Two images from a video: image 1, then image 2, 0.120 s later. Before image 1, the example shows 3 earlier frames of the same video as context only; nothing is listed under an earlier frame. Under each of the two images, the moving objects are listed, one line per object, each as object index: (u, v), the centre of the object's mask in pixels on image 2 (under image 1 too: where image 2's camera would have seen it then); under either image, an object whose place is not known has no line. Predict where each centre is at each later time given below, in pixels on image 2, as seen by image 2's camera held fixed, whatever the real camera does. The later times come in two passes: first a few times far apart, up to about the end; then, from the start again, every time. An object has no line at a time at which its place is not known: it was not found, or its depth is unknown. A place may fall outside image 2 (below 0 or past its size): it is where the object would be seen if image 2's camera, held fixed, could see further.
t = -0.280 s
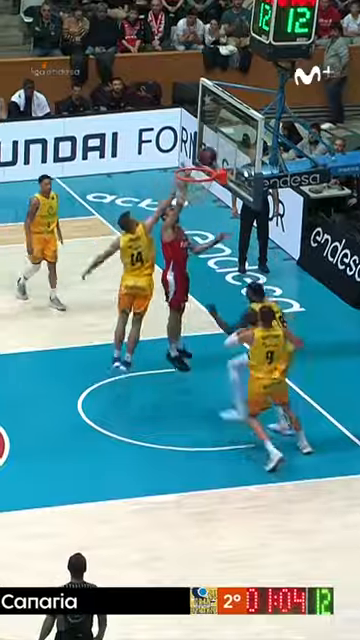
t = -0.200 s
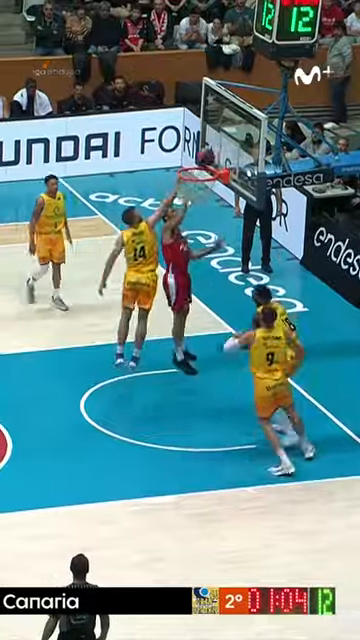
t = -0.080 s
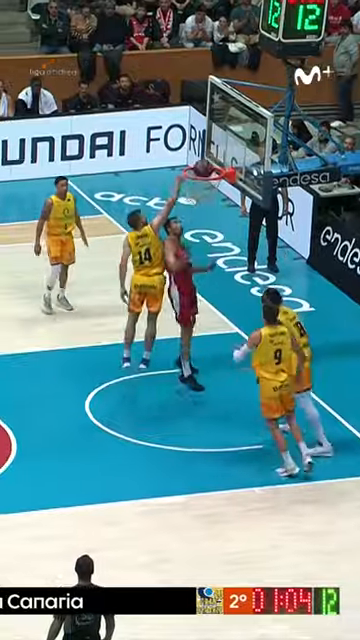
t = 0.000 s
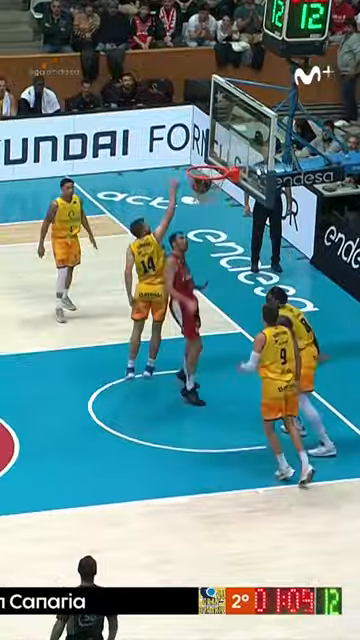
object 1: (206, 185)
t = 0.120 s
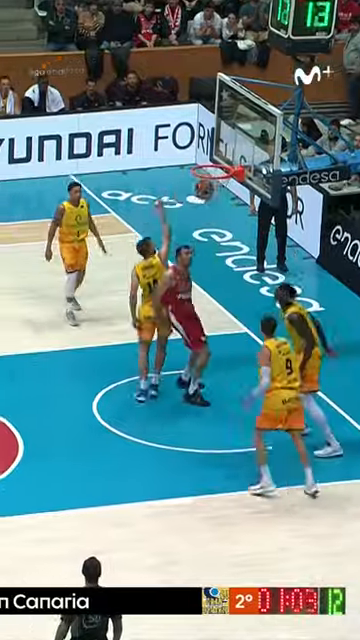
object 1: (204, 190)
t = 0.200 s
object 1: (205, 190)
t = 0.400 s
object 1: (209, 214)
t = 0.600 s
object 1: (212, 268)
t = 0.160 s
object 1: (205, 189)
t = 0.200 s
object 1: (205, 190)
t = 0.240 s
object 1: (206, 192)
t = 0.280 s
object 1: (207, 195)
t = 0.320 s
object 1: (207, 200)
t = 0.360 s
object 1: (208, 205)
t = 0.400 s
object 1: (209, 214)
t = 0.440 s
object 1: (210, 222)
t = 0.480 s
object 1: (210, 231)
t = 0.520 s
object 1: (211, 242)
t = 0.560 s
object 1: (212, 254)
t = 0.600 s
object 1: (212, 268)
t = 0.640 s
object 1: (212, 281)
